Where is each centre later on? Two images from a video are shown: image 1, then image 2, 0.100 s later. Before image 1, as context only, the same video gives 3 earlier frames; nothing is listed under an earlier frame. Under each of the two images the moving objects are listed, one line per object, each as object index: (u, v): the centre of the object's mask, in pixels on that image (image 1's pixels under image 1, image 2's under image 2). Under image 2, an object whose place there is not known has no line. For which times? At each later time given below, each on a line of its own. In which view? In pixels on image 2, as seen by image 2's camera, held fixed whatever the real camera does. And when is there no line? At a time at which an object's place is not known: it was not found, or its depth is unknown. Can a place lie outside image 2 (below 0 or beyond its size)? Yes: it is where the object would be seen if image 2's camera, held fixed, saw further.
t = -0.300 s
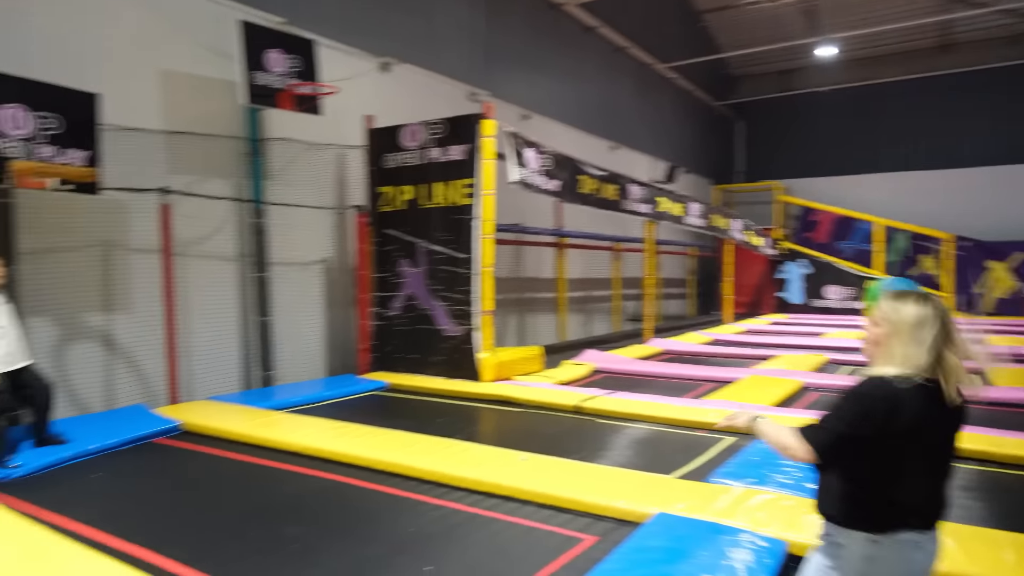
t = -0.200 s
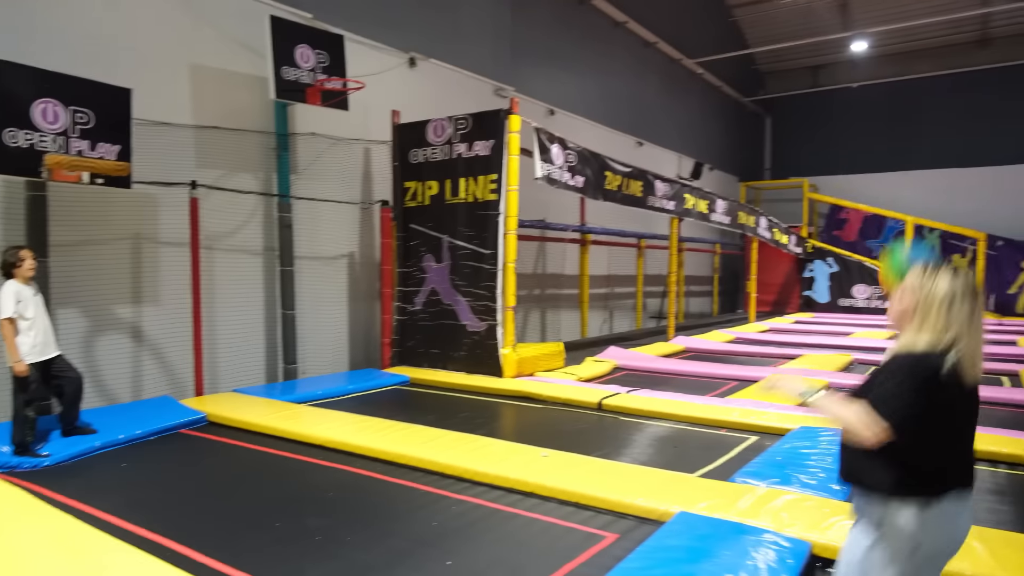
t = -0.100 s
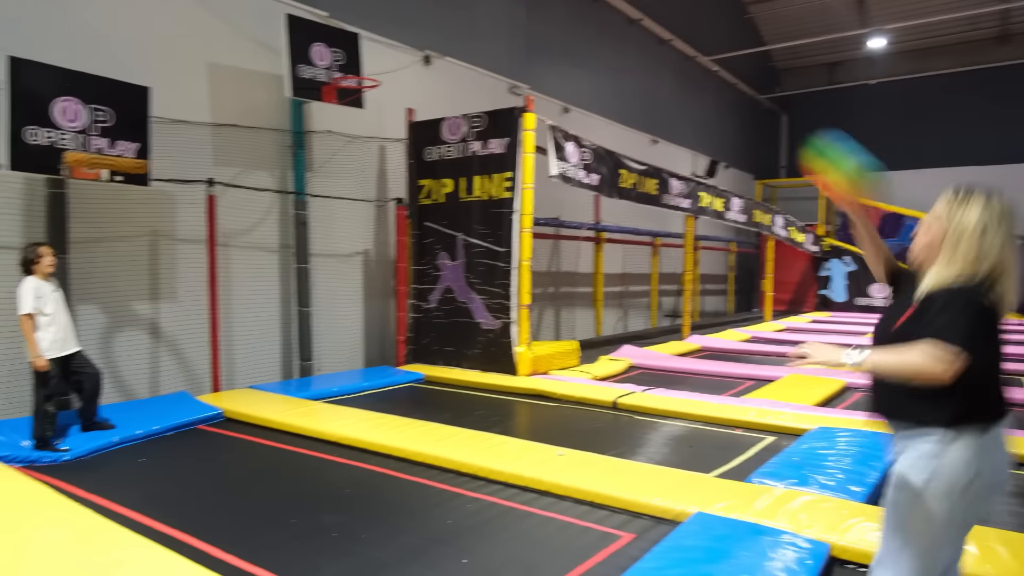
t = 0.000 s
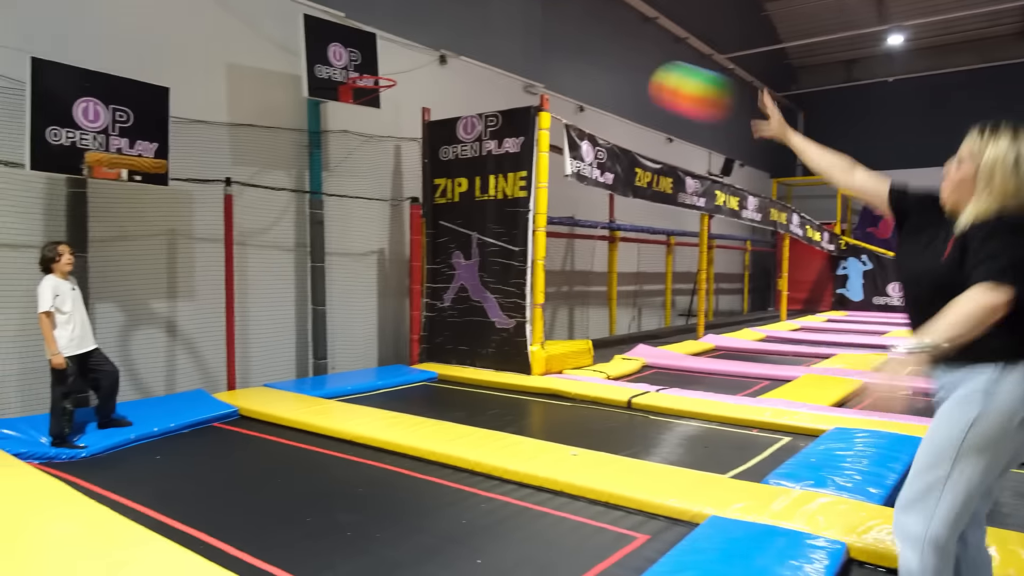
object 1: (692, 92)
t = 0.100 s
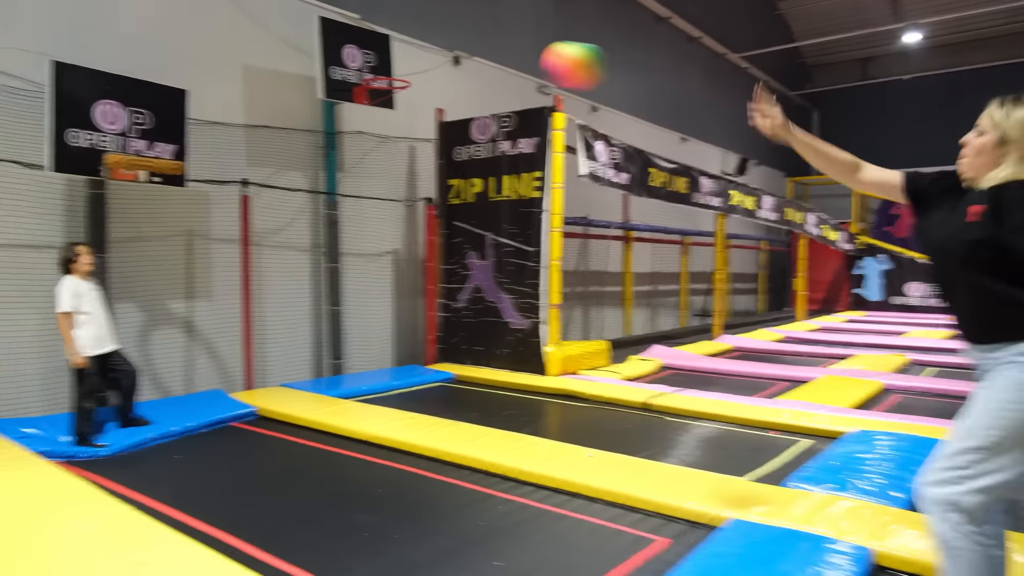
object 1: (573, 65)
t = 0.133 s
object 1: (536, 62)
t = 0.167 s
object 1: (503, 61)
